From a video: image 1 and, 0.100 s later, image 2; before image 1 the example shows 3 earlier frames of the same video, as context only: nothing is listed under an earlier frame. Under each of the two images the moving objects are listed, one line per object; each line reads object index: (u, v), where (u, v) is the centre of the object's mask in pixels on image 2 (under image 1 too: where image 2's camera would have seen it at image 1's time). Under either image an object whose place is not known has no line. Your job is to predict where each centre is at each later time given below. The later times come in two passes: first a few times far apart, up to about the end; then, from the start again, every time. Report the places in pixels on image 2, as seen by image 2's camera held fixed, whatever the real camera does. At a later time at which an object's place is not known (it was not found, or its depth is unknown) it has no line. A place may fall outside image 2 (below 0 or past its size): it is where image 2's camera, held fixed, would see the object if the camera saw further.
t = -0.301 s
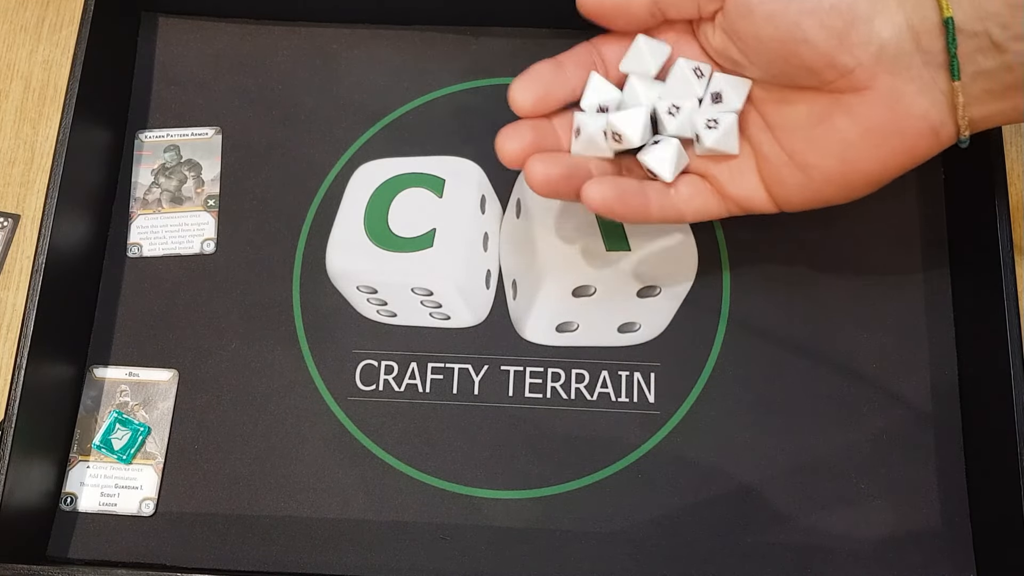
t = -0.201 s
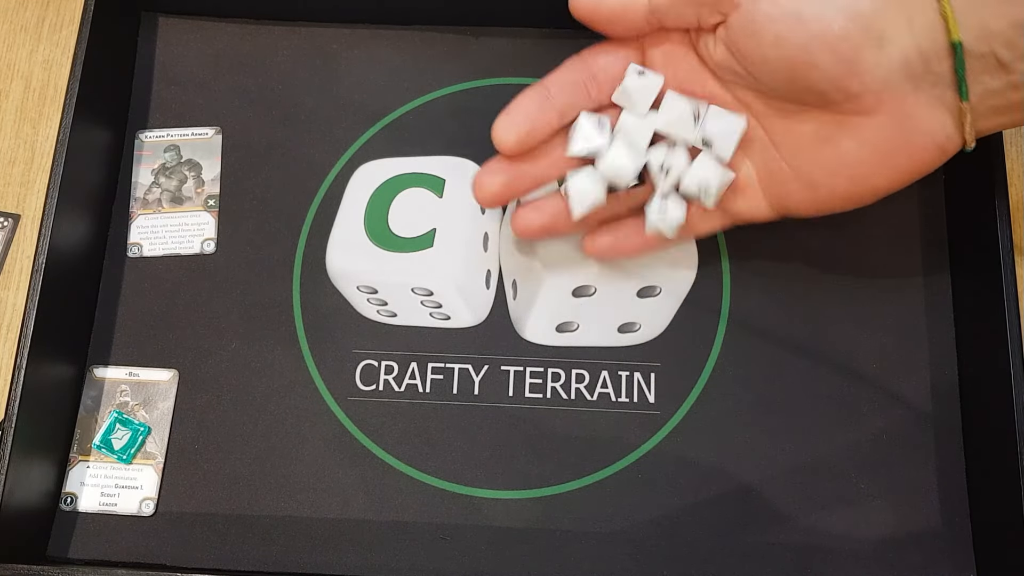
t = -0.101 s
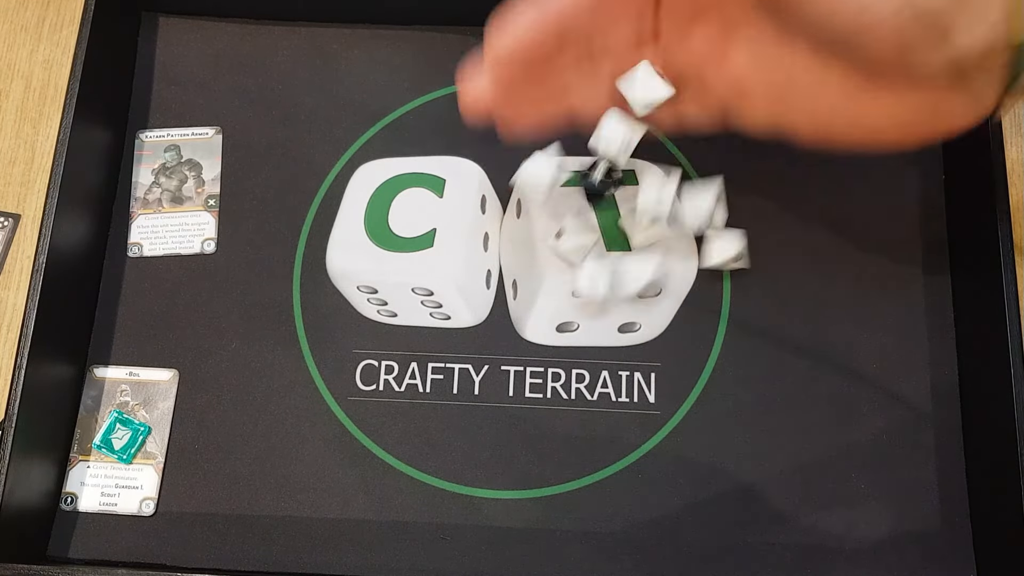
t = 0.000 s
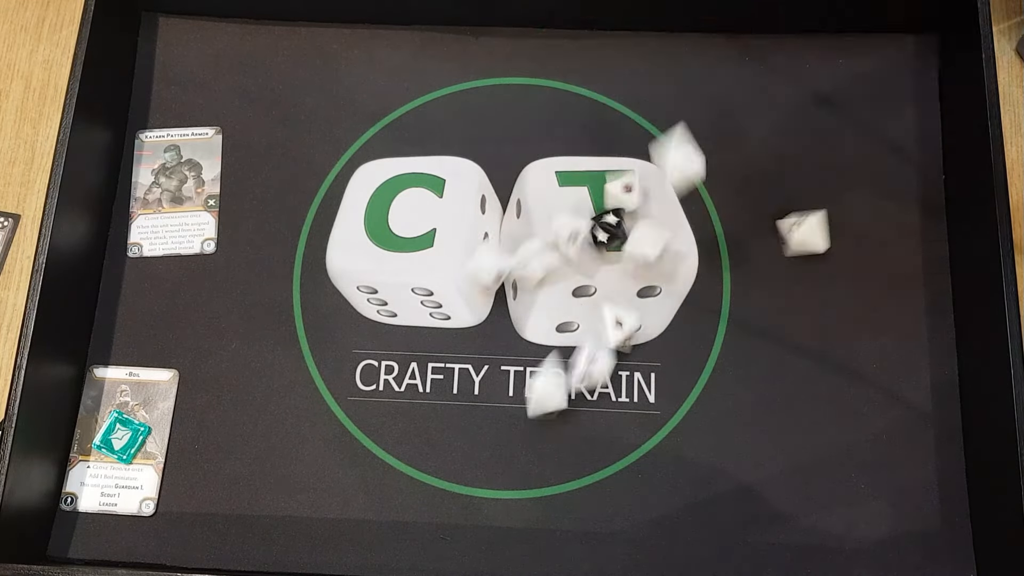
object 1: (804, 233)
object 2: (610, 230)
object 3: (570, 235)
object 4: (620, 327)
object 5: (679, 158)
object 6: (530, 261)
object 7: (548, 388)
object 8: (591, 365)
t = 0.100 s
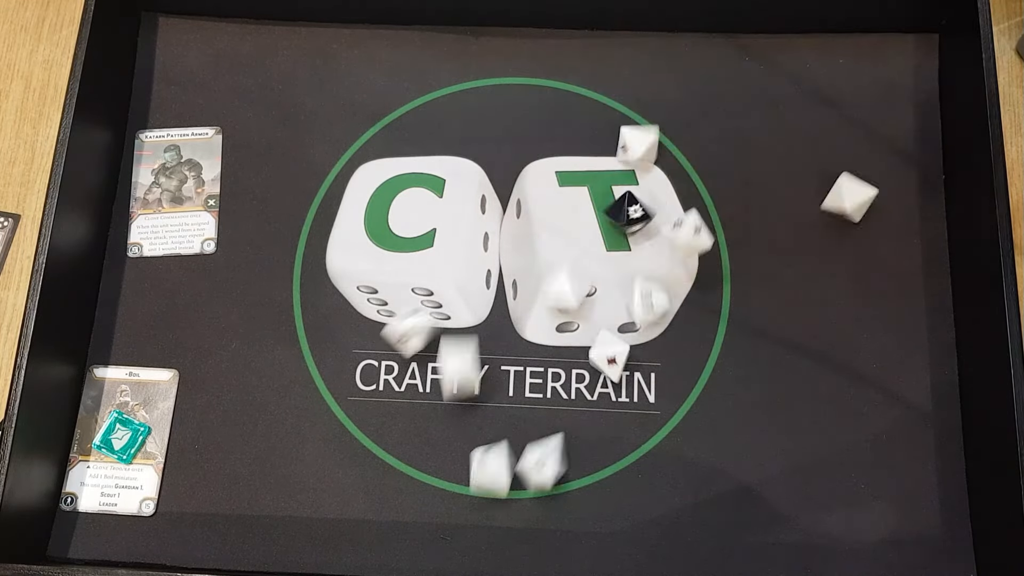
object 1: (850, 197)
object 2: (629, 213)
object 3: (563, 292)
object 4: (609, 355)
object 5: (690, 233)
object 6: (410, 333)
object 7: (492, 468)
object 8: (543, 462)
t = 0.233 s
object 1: (868, 181)
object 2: (643, 207)
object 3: (560, 320)
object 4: (616, 374)
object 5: (674, 250)
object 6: (302, 390)
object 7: (430, 544)
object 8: (512, 524)
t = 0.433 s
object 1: (868, 181)
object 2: (643, 207)
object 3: (561, 321)
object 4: (616, 374)
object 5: (724, 321)
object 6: (262, 407)
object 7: (407, 554)
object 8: (523, 526)
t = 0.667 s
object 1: (868, 181)
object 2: (643, 207)
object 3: (561, 321)
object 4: (616, 374)
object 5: (735, 347)
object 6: (262, 407)
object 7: (407, 554)
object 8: (523, 526)
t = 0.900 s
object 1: (868, 181)
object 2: (643, 207)
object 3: (561, 321)
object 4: (616, 374)
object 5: (735, 347)
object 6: (262, 407)
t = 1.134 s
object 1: (868, 181)
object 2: (643, 207)
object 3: (561, 321)
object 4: (616, 374)
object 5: (735, 347)
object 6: (262, 407)
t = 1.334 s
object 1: (868, 181)
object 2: (643, 207)
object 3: (561, 320)
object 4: (616, 374)
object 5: (735, 347)
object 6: (262, 407)
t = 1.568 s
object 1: (868, 181)
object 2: (643, 207)
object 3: (560, 321)
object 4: (616, 374)
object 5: (734, 347)
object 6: (262, 407)
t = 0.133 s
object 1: (859, 189)
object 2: (638, 210)
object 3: (565, 306)
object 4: (612, 361)
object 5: (690, 227)
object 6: (377, 346)
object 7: (476, 491)
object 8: (529, 488)
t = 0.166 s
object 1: (865, 183)
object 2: (641, 208)
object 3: (562, 315)
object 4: (613, 369)
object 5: (688, 226)
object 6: (347, 362)
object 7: (463, 506)
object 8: (519, 505)
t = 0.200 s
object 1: (868, 181)
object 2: (643, 207)
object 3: (561, 318)
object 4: (615, 374)
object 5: (685, 231)
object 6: (322, 377)
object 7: (447, 524)
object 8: (511, 517)
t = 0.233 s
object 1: (868, 181)
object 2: (643, 207)
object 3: (560, 320)
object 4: (616, 374)
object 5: (674, 250)
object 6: (302, 390)
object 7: (430, 544)
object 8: (512, 524)
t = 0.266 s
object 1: (868, 181)
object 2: (643, 207)
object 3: (561, 320)
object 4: (616, 374)
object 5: (680, 260)
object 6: (283, 398)
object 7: (418, 555)
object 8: (519, 527)
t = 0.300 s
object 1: (868, 181)
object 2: (643, 207)
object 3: (561, 321)
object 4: (616, 374)
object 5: (695, 269)
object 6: (270, 404)
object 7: (411, 556)
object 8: (523, 527)
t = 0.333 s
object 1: (868, 181)
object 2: (643, 207)
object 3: (561, 321)
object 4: (616, 374)
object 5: (704, 281)
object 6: (263, 407)
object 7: (408, 554)
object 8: (523, 526)
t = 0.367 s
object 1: (868, 181)
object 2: (643, 207)
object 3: (561, 321)
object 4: (616, 374)
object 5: (713, 296)
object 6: (262, 407)
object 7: (407, 554)
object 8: (523, 526)
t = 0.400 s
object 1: (868, 181)
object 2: (643, 207)
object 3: (561, 321)
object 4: (616, 374)
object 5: (718, 309)
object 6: (262, 407)
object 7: (407, 554)
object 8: (523, 526)
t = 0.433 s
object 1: (868, 181)
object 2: (643, 207)
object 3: (561, 321)
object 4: (616, 374)
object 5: (724, 321)
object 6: (262, 407)
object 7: (407, 554)
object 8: (523, 526)
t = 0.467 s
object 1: (868, 181)
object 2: (643, 207)
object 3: (561, 321)
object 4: (616, 374)
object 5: (731, 330)
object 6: (262, 407)
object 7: (407, 554)
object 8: (523, 527)
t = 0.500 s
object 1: (868, 181)
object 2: (643, 207)
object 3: (561, 321)
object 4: (616, 374)
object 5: (734, 339)
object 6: (262, 407)
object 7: (407, 554)
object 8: (523, 526)
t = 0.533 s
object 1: (868, 181)
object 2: (643, 207)
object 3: (560, 321)
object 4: (616, 374)
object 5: (735, 346)
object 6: (262, 407)
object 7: (407, 554)
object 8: (523, 526)
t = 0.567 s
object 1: (868, 181)
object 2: (643, 207)
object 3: (560, 321)
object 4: (616, 374)
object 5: (734, 347)
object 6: (262, 407)
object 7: (407, 554)
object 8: (523, 526)
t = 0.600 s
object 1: (868, 181)
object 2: (643, 207)
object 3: (561, 321)
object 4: (616, 374)
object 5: (734, 347)
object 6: (262, 407)
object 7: (407, 554)
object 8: (523, 526)
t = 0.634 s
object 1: (868, 181)
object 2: (643, 207)
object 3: (561, 321)
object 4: (616, 374)
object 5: (735, 347)
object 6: (262, 407)
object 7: (407, 554)
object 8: (523, 526)
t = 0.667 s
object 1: (868, 181)
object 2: (643, 207)
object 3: (561, 321)
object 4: (616, 374)
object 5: (735, 347)
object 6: (262, 407)
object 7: (407, 554)
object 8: (523, 526)
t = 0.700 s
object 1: (868, 181)
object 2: (643, 207)
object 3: (561, 321)
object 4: (616, 374)
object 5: (735, 347)
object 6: (262, 407)
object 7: (407, 554)
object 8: (523, 526)
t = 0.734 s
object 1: (868, 181)
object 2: (643, 207)
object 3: (561, 320)
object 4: (616, 374)
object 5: (735, 347)
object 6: (262, 407)
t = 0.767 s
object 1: (868, 181)
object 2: (643, 207)
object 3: (561, 320)
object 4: (616, 374)
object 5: (734, 347)
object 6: (262, 407)
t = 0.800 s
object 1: (868, 181)
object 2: (643, 207)
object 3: (561, 320)
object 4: (616, 374)
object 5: (735, 347)
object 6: (262, 407)
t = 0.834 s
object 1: (868, 181)
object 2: (643, 207)
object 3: (560, 321)
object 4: (616, 375)
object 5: (734, 347)
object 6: (262, 407)
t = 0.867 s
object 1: (868, 181)
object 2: (643, 207)
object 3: (561, 320)
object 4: (616, 374)
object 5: (735, 347)
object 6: (262, 407)
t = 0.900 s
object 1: (868, 181)
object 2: (643, 207)
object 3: (561, 321)
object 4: (616, 374)
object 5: (735, 347)
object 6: (262, 407)
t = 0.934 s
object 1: (868, 181)
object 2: (643, 207)
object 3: (561, 321)
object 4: (616, 374)
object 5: (734, 347)
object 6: (262, 407)
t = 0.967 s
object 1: (868, 181)
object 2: (643, 207)
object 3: (561, 321)
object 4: (616, 374)
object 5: (735, 347)
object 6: (262, 407)
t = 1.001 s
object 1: (868, 181)
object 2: (643, 207)
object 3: (561, 321)
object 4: (616, 374)
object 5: (735, 347)
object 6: (262, 407)
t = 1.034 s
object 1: (868, 181)
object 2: (643, 207)
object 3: (560, 321)
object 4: (616, 375)
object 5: (734, 347)
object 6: (262, 407)
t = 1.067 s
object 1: (868, 181)
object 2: (643, 207)
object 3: (561, 321)
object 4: (616, 374)
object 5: (735, 347)
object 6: (262, 407)
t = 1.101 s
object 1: (868, 181)
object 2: (643, 207)
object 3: (561, 321)
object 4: (616, 374)
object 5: (735, 347)
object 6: (262, 407)
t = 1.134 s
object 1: (868, 181)
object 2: (643, 207)
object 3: (561, 321)
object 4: (616, 374)
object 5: (735, 347)
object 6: (262, 407)
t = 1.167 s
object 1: (868, 181)
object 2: (643, 207)
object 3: (561, 321)
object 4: (616, 374)
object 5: (735, 347)
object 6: (262, 407)
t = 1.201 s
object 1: (868, 181)
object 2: (643, 207)
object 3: (561, 321)
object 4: (616, 374)
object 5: (734, 347)
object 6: (262, 407)
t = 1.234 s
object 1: (868, 181)
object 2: (643, 207)
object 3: (561, 321)
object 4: (616, 374)
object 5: (735, 347)
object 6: (262, 407)
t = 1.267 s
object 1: (868, 181)
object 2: (643, 207)
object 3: (561, 321)
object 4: (616, 374)
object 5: (734, 347)
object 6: (262, 407)
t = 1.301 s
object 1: (868, 181)
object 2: (643, 207)
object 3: (560, 320)
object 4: (616, 374)
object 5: (734, 347)
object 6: (262, 407)
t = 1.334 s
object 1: (868, 181)
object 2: (643, 207)
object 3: (561, 320)
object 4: (616, 374)
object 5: (735, 347)
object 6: (262, 407)
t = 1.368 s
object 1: (868, 181)
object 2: (643, 207)
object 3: (561, 320)
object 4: (616, 374)
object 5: (735, 347)
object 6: (262, 407)
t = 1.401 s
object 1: (868, 181)
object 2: (643, 207)
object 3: (560, 320)
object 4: (616, 374)
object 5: (734, 347)
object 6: (262, 407)
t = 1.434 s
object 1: (868, 181)
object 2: (643, 207)
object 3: (560, 320)
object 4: (616, 374)
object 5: (734, 347)
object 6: (262, 407)
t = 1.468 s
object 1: (868, 181)
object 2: (643, 207)
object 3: (560, 320)
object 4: (616, 374)
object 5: (735, 347)
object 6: (262, 407)
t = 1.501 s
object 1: (868, 181)
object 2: (643, 207)
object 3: (560, 320)
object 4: (616, 374)
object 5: (735, 347)
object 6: (262, 407)
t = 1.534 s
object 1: (868, 181)
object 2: (643, 207)
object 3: (560, 320)
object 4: (616, 374)
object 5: (734, 347)
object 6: (262, 407)
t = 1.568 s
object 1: (868, 181)
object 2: (643, 207)
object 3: (560, 321)
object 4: (616, 374)
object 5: (734, 347)
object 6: (262, 407)
